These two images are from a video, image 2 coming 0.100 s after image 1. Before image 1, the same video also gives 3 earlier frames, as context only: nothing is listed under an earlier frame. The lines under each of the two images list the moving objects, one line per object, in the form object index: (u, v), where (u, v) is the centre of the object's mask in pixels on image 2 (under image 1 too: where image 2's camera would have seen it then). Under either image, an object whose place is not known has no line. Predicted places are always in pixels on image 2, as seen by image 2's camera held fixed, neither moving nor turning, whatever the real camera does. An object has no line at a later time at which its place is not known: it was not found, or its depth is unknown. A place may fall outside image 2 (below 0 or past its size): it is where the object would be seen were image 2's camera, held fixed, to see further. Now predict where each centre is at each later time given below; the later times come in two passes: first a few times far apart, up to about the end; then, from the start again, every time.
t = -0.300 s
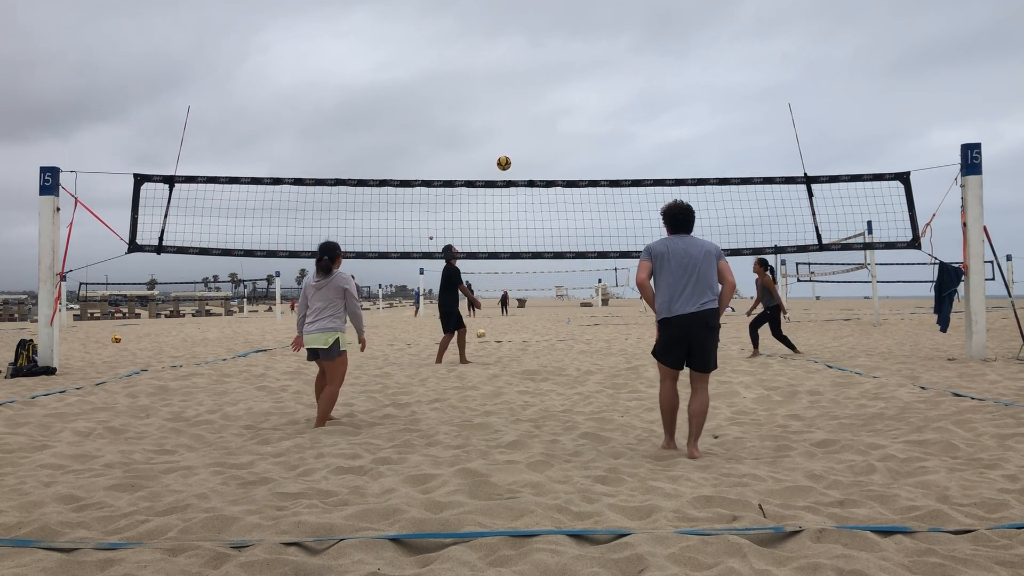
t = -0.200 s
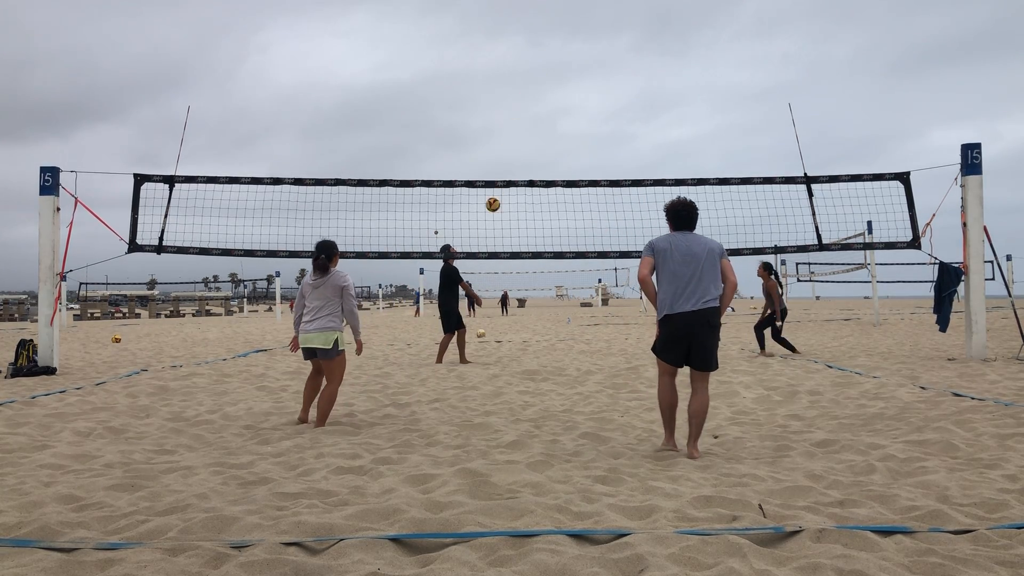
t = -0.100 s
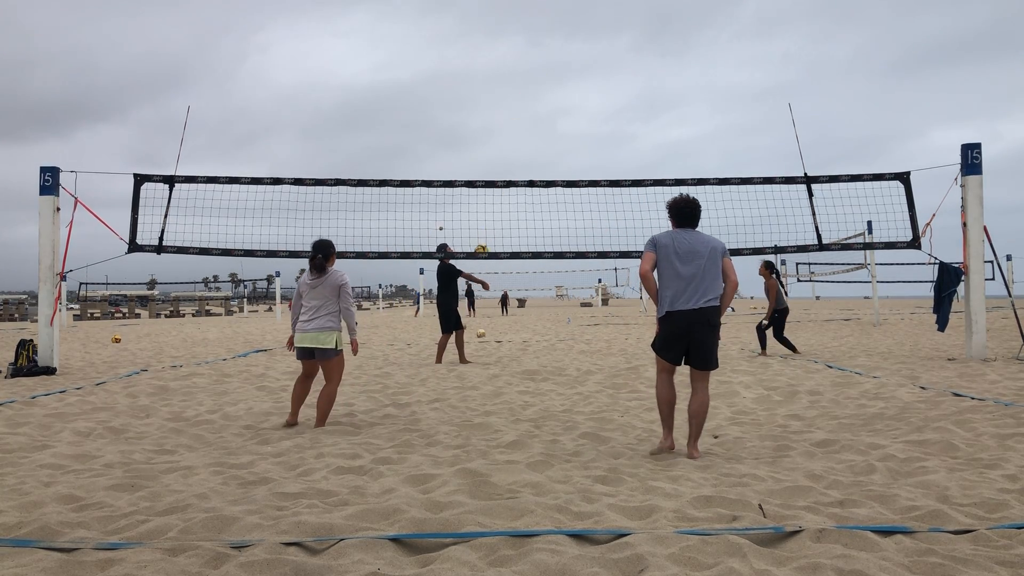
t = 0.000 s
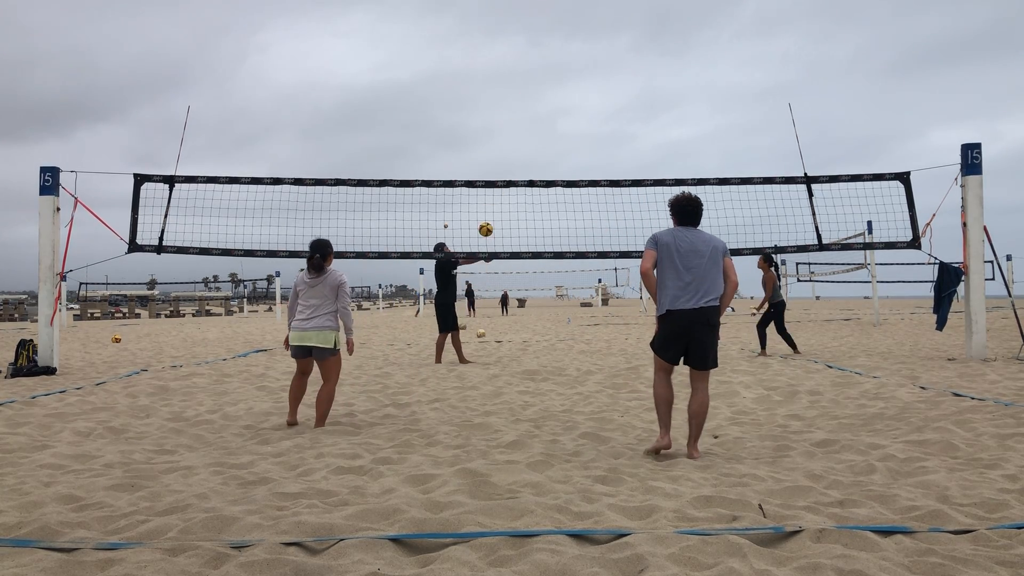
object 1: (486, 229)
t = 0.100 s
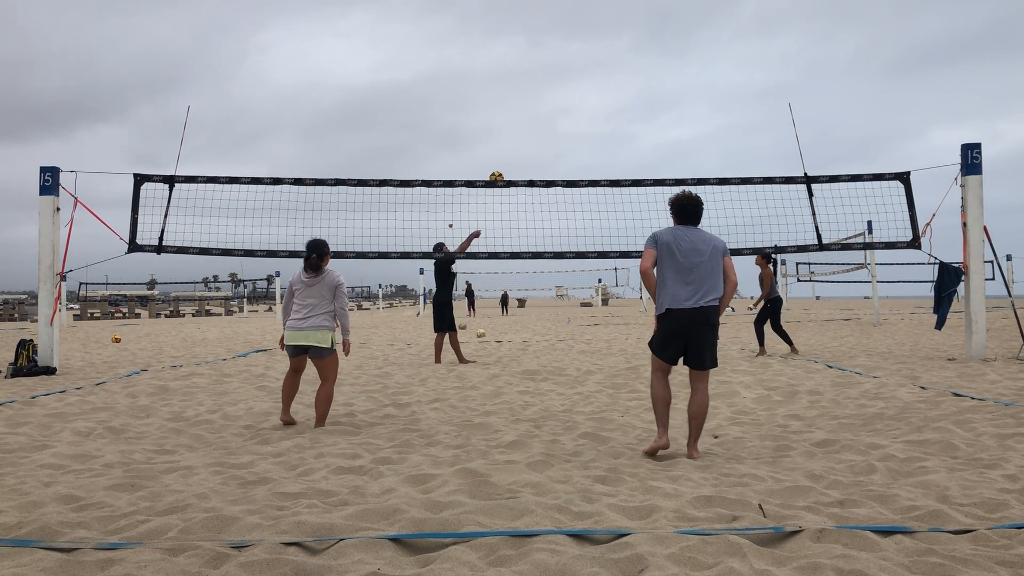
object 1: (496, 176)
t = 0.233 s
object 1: (510, 120)
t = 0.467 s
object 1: (532, 46)
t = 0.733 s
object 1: (555, 7)
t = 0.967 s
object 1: (572, 12)
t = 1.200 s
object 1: (587, 54)
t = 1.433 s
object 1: (600, 131)
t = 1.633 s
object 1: (608, 225)
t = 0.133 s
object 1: (500, 163)
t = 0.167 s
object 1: (503, 148)
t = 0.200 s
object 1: (507, 133)
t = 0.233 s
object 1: (510, 120)
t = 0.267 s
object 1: (513, 107)
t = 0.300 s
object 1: (516, 95)
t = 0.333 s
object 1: (520, 84)
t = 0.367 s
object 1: (523, 73)
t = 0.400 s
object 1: (526, 64)
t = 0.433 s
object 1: (529, 55)
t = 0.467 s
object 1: (532, 46)
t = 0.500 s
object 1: (535, 39)
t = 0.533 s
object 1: (538, 32)
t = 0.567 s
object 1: (541, 26)
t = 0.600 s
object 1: (544, 20)
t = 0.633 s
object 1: (547, 16)
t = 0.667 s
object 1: (549, 12)
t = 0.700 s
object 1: (552, 9)
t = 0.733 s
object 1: (555, 7)
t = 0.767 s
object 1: (557, 6)
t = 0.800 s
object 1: (560, 5)
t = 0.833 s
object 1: (562, 5)
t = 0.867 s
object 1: (565, 6)
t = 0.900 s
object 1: (567, 7)
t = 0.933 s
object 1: (570, 9)
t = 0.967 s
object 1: (572, 12)
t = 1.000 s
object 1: (574, 15)
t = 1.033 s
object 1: (577, 20)
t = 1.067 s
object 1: (579, 25)
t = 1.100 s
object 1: (581, 31)
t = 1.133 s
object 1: (583, 38)
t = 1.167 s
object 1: (585, 45)
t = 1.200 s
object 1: (587, 54)
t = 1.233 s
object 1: (589, 62)
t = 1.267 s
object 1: (591, 72)
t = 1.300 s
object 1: (593, 83)
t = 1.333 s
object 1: (595, 94)
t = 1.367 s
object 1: (596, 106)
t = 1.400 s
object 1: (598, 118)
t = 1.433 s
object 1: (600, 131)
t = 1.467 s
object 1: (601, 145)
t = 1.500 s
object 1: (603, 160)
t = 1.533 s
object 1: (604, 174)
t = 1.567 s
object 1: (605, 192)
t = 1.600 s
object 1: (607, 208)
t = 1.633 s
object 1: (608, 225)
